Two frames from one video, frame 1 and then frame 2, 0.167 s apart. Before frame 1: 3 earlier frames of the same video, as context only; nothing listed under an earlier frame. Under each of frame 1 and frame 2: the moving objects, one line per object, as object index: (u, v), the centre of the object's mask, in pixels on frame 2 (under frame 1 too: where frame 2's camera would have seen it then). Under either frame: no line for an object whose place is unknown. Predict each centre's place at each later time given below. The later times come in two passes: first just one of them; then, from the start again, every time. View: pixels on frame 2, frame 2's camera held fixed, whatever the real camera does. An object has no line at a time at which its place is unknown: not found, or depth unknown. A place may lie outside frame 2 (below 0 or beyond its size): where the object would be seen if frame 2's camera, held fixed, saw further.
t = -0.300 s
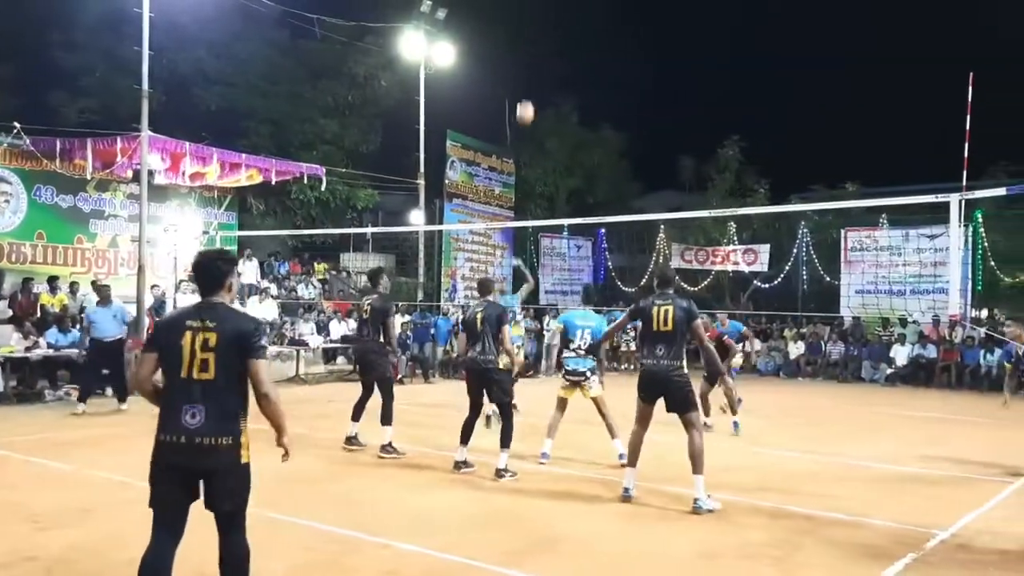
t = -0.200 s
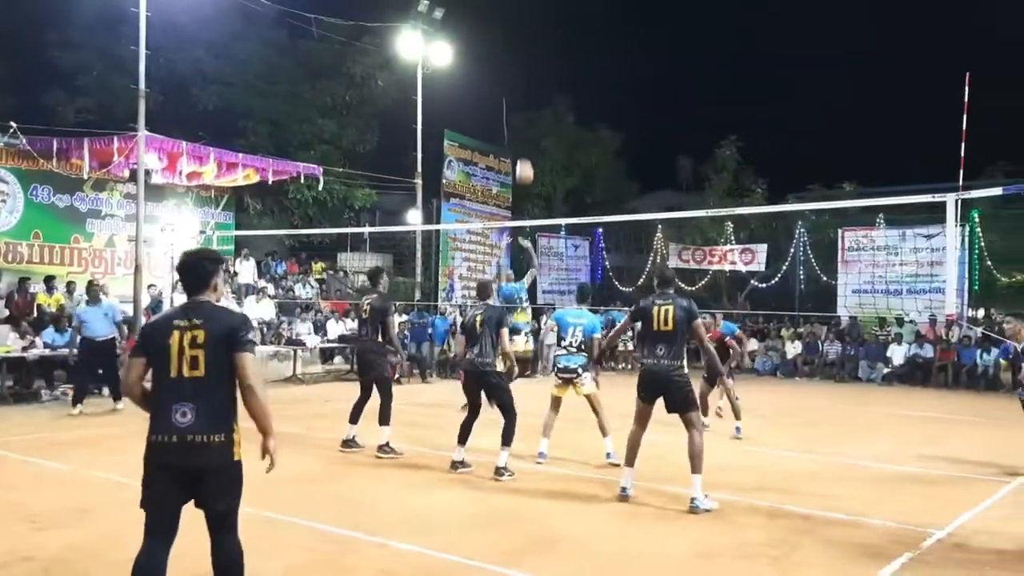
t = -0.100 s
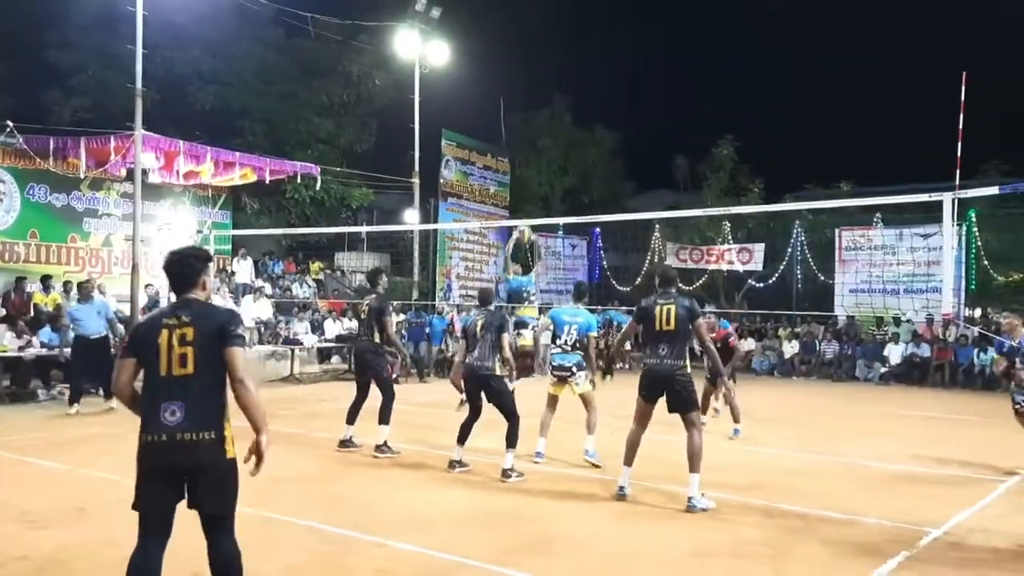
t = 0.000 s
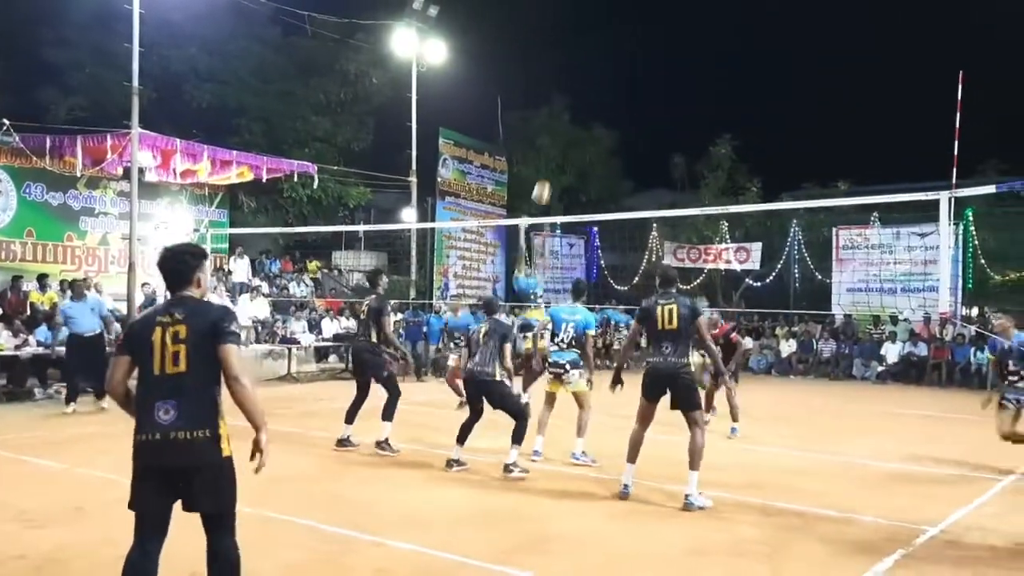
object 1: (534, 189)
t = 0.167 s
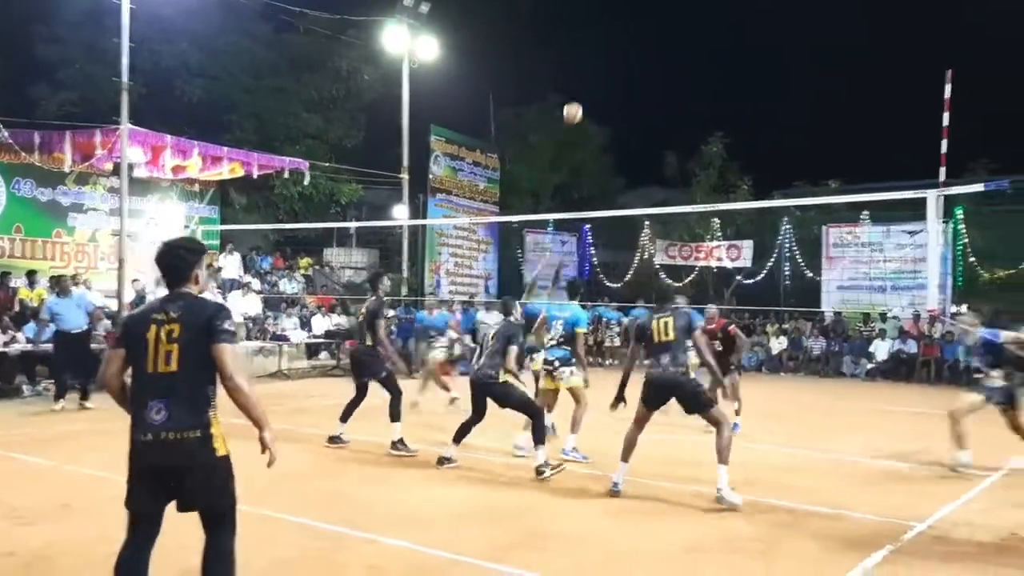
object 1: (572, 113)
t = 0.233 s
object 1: (588, 87)
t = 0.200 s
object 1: (580, 100)
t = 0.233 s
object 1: (588, 87)
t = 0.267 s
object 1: (595, 76)
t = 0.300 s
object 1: (602, 65)
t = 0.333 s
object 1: (610, 56)
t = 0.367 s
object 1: (617, 47)
